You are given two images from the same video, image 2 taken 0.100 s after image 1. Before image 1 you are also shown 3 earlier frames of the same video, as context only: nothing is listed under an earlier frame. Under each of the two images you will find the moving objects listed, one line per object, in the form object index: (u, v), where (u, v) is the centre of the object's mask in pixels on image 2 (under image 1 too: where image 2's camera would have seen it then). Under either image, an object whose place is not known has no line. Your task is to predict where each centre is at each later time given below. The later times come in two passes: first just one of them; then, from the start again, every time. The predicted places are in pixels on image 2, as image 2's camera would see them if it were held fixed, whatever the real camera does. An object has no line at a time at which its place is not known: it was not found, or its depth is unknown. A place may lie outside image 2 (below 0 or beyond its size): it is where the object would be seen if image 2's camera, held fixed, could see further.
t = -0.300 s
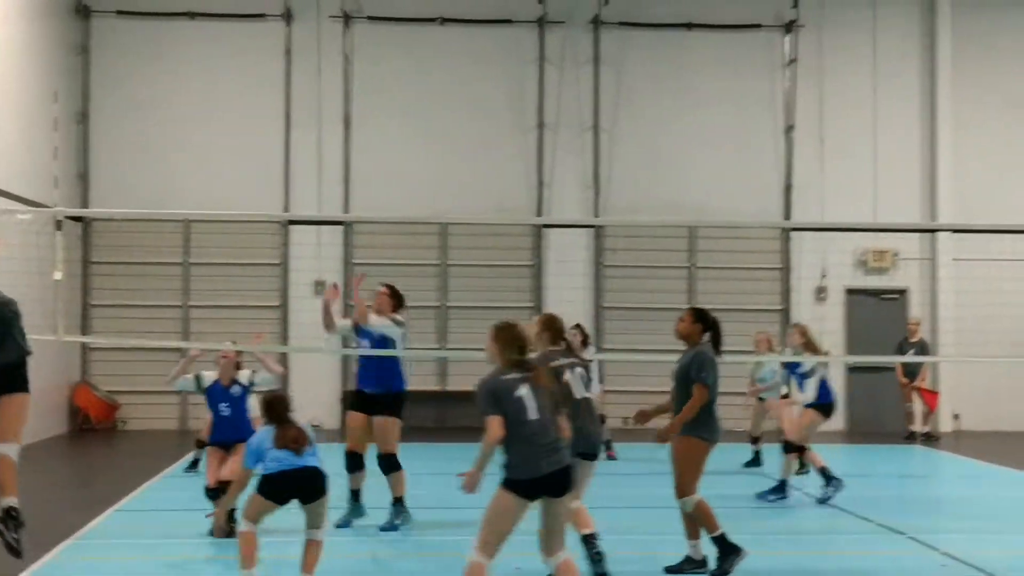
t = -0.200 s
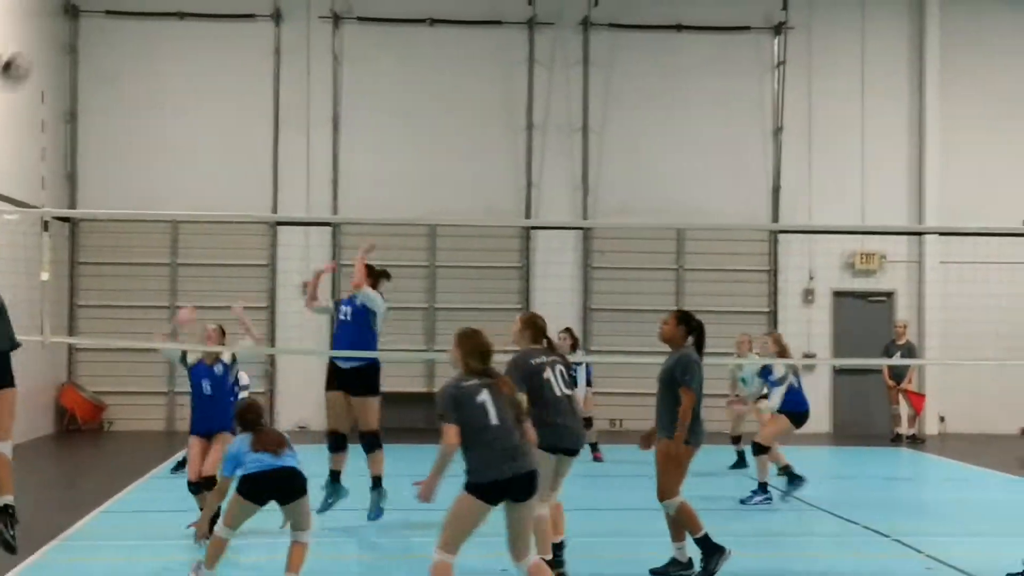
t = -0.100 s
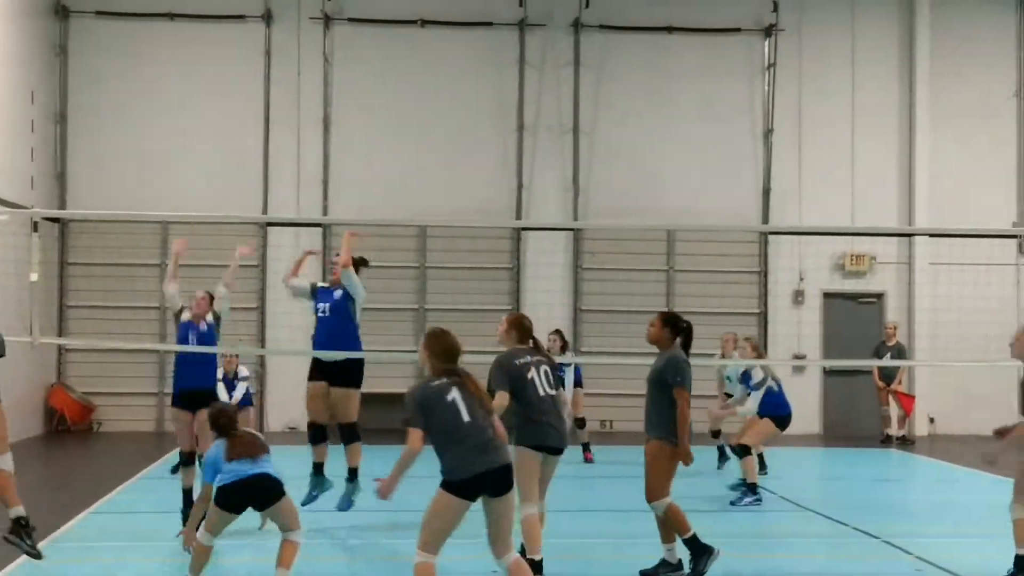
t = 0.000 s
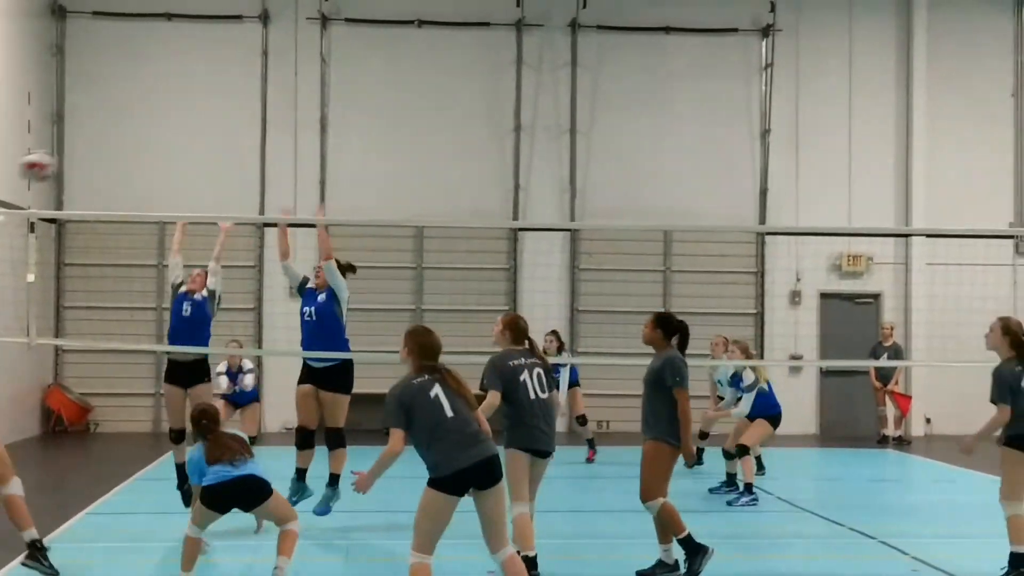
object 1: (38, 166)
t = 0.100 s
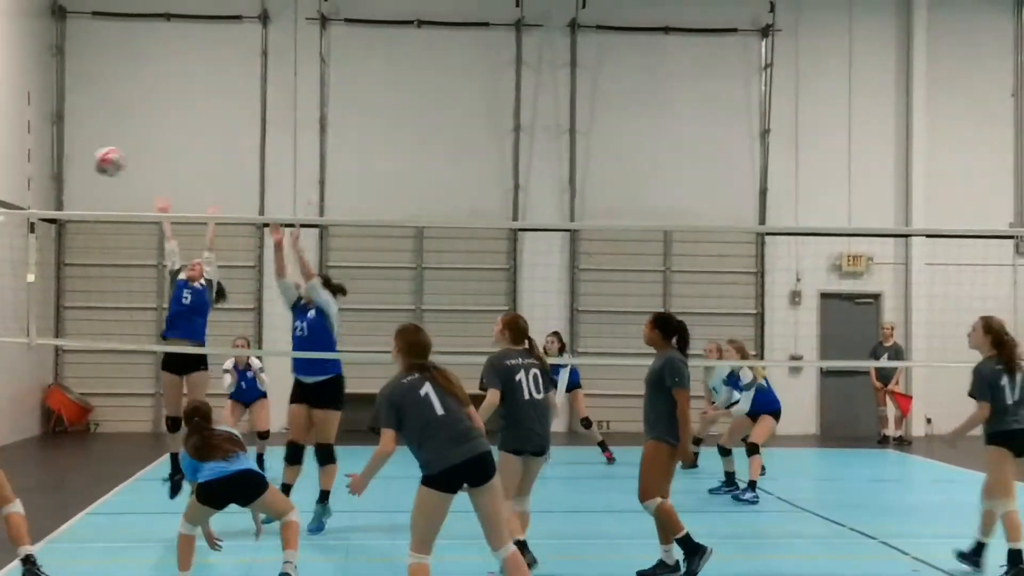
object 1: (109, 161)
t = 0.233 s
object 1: (189, 176)
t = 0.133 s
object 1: (130, 163)
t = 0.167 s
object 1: (151, 166)
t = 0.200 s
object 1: (171, 170)
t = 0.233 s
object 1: (189, 176)
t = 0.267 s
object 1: (207, 183)
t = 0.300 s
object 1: (223, 190)
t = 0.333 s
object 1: (240, 200)
